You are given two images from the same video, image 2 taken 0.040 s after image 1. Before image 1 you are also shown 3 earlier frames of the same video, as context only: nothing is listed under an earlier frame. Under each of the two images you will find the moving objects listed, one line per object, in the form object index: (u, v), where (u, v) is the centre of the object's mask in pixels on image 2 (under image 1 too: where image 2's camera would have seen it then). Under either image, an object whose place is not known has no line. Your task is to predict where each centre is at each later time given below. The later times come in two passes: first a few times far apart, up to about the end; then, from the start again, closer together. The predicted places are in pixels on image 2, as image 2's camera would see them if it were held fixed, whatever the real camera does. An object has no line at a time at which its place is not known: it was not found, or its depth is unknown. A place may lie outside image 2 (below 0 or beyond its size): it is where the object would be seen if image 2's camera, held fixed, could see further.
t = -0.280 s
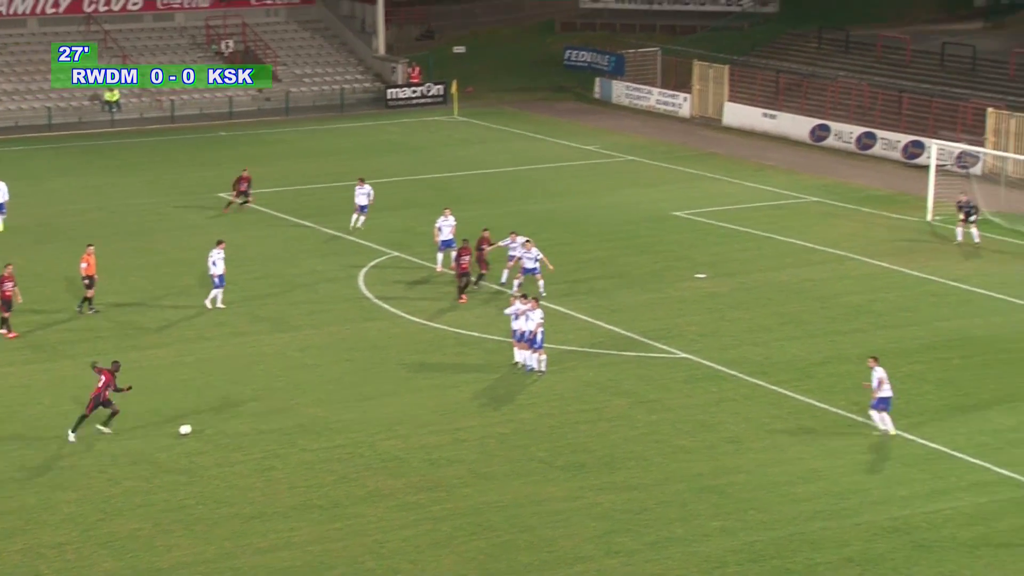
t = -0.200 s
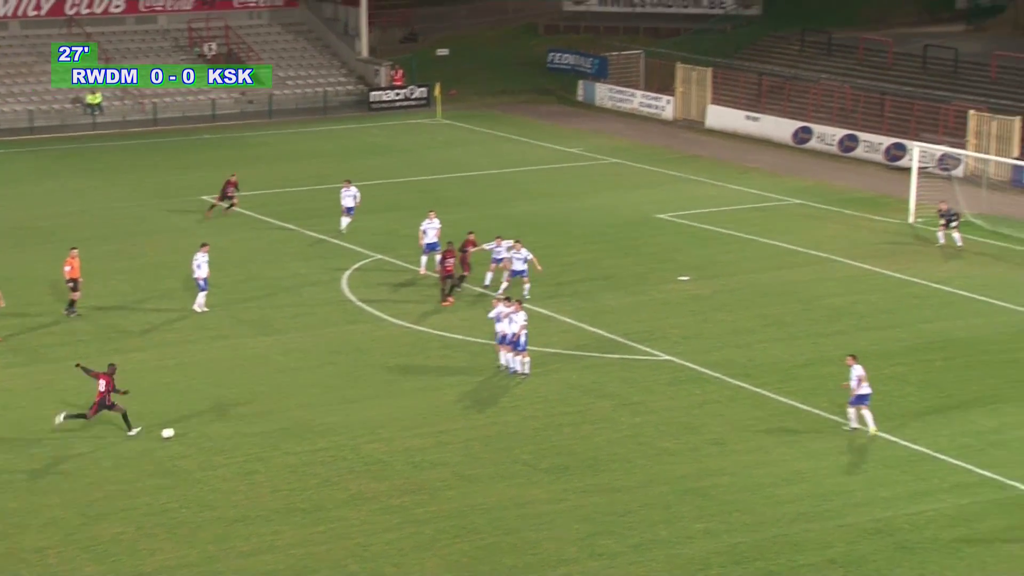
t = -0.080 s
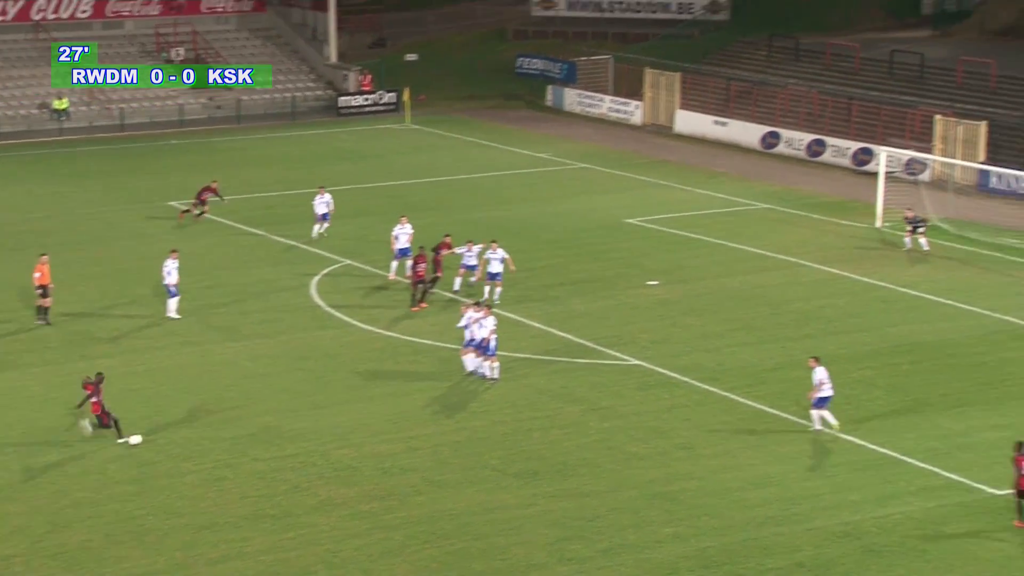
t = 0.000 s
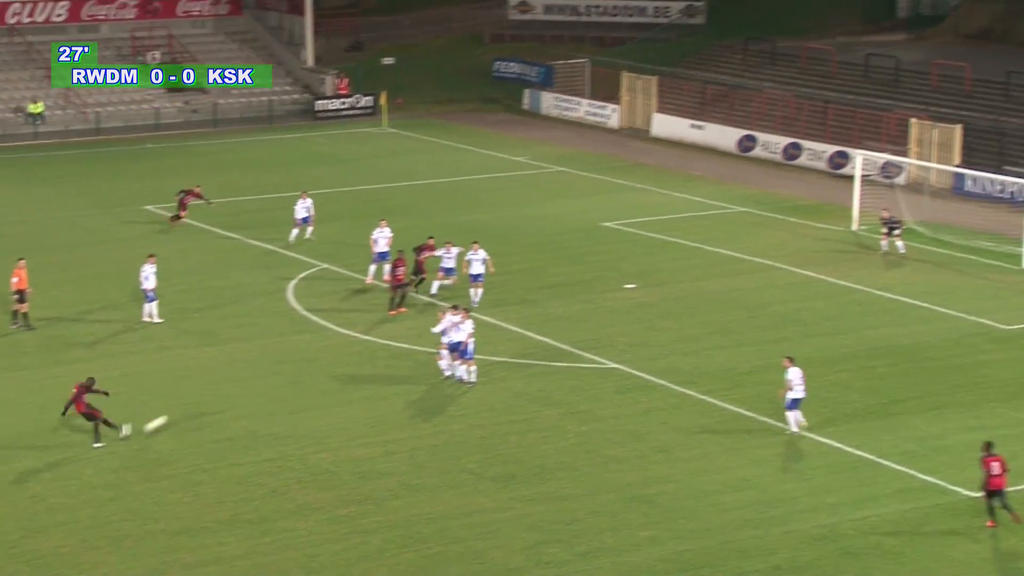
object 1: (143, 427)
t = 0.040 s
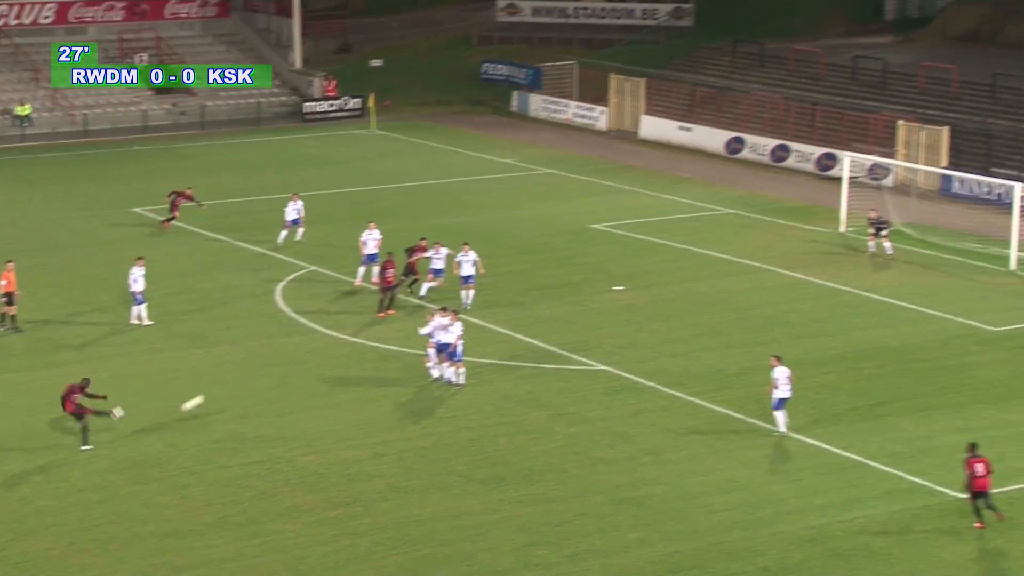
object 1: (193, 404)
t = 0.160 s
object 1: (323, 343)
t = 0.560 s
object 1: (622, 214)
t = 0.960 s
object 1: (792, 170)
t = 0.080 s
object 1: (239, 382)
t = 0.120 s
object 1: (282, 362)
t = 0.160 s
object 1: (323, 343)
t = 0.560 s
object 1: (622, 214)
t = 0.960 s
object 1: (792, 170)
